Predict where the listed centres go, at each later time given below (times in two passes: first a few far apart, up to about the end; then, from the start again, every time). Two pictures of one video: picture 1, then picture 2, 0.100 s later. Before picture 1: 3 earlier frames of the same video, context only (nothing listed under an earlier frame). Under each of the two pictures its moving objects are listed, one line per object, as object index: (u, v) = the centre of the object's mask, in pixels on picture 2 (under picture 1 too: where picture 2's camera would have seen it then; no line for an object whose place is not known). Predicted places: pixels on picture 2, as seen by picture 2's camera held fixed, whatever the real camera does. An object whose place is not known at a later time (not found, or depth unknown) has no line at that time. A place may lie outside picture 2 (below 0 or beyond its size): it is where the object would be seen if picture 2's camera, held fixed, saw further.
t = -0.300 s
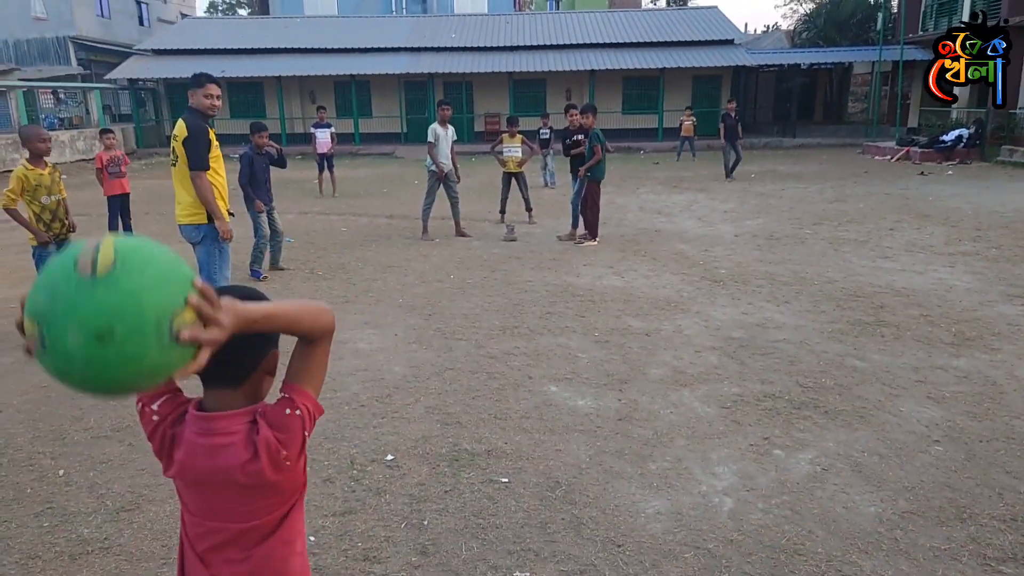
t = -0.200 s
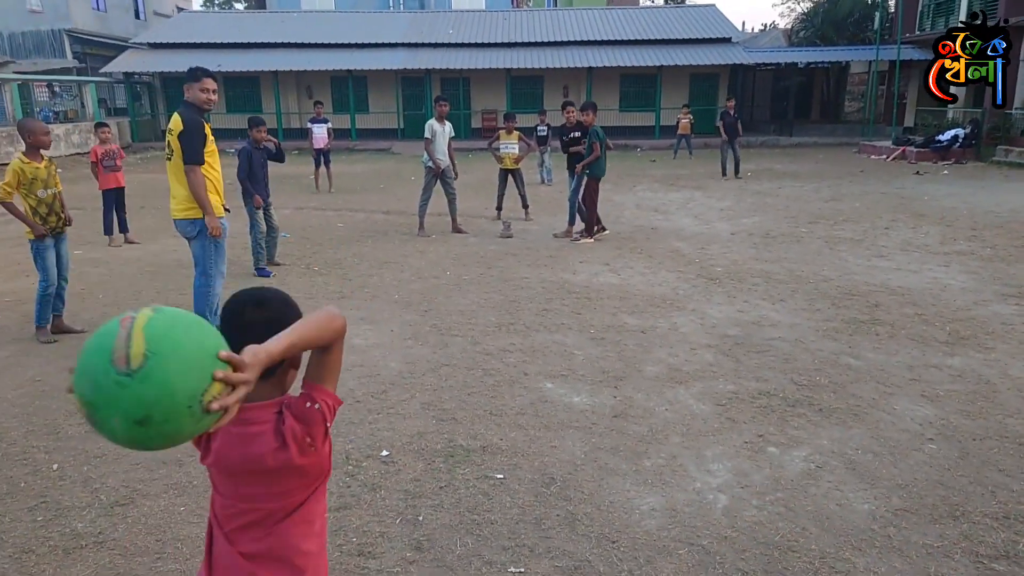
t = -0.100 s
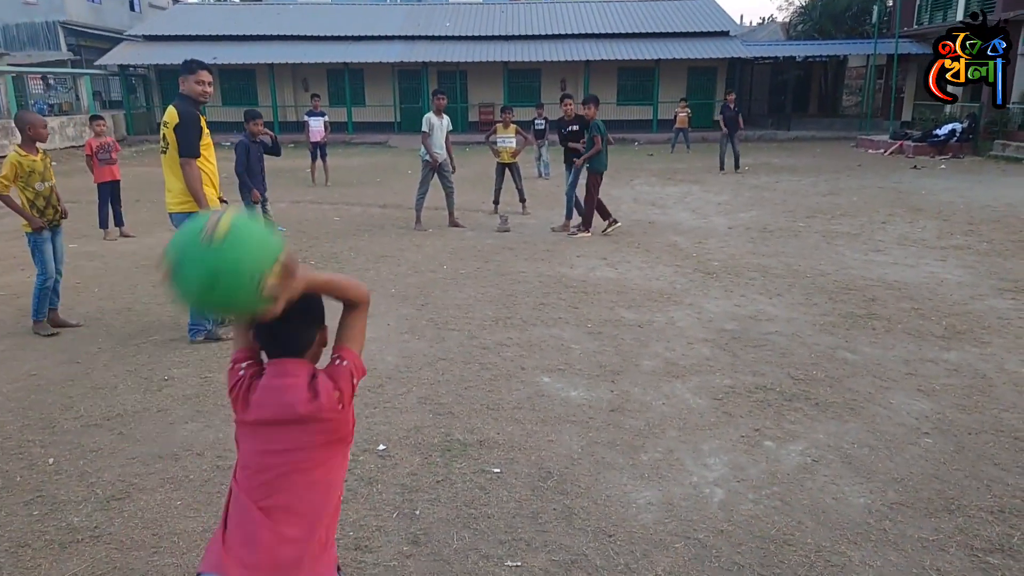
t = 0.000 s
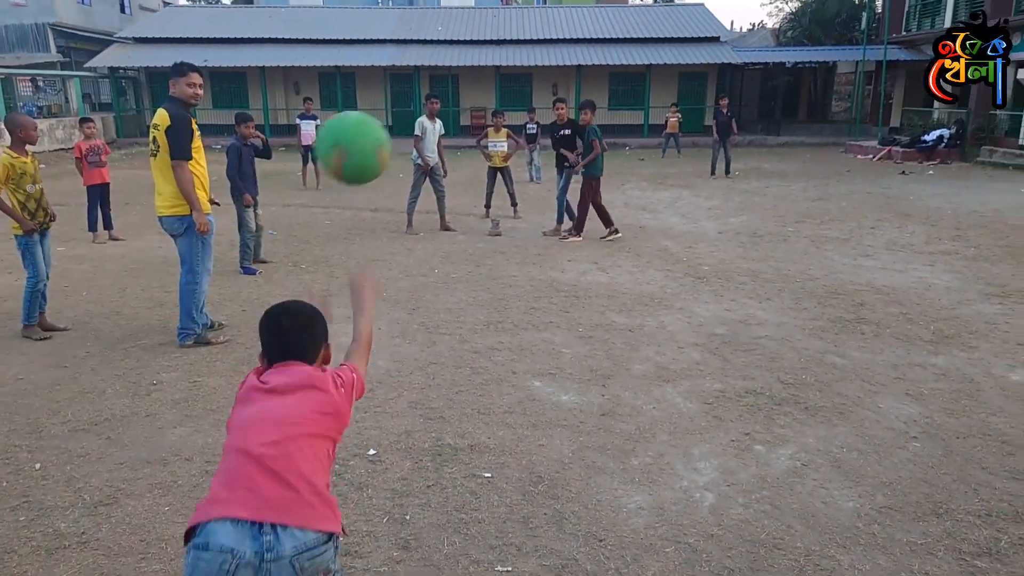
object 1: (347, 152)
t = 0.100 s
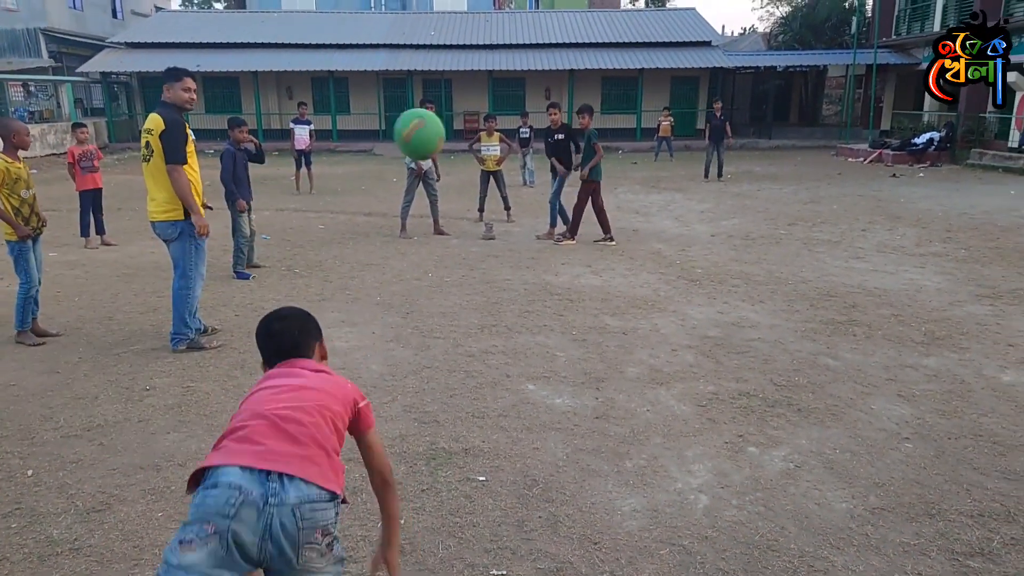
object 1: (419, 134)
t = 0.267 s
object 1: (478, 154)
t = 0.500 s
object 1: (514, 218)
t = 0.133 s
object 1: (435, 135)
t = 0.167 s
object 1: (449, 138)
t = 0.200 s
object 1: (459, 142)
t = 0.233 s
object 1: (469, 147)
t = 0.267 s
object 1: (478, 154)
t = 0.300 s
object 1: (485, 162)
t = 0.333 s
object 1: (492, 170)
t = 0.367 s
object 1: (498, 179)
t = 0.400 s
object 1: (503, 188)
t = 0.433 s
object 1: (507, 197)
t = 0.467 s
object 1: (511, 207)
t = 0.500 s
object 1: (514, 218)
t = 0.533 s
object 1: (517, 228)
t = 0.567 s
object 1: (520, 239)
